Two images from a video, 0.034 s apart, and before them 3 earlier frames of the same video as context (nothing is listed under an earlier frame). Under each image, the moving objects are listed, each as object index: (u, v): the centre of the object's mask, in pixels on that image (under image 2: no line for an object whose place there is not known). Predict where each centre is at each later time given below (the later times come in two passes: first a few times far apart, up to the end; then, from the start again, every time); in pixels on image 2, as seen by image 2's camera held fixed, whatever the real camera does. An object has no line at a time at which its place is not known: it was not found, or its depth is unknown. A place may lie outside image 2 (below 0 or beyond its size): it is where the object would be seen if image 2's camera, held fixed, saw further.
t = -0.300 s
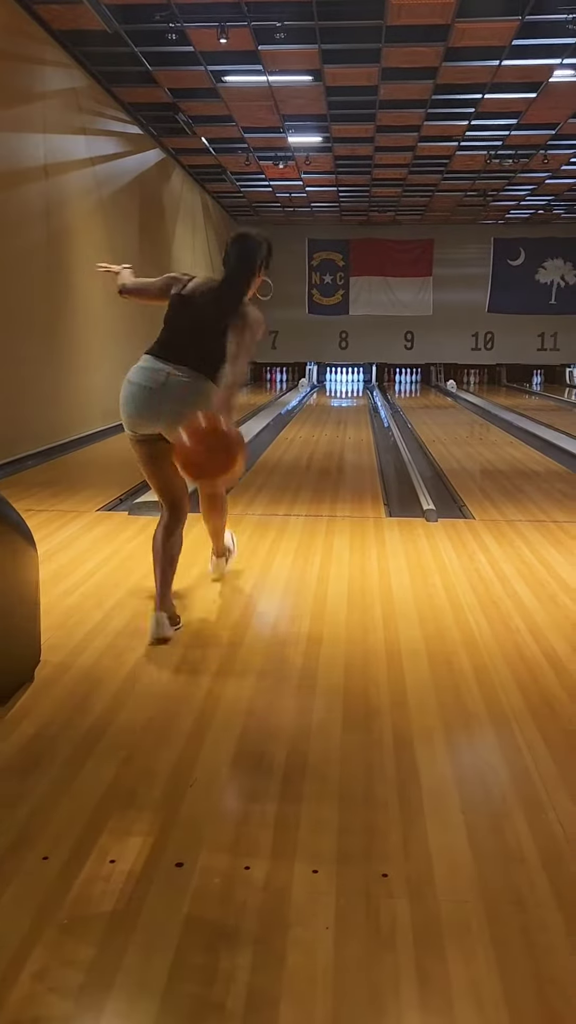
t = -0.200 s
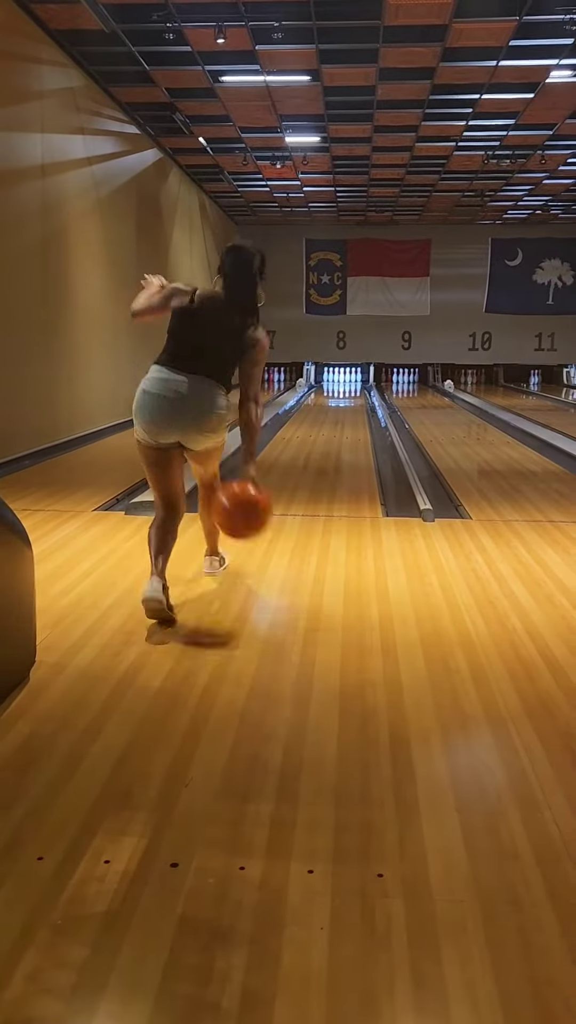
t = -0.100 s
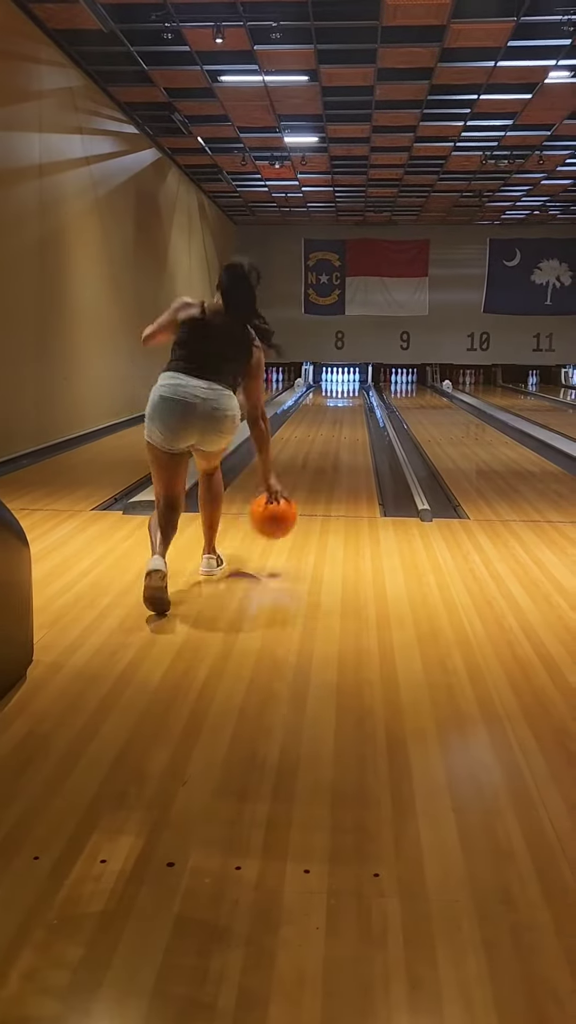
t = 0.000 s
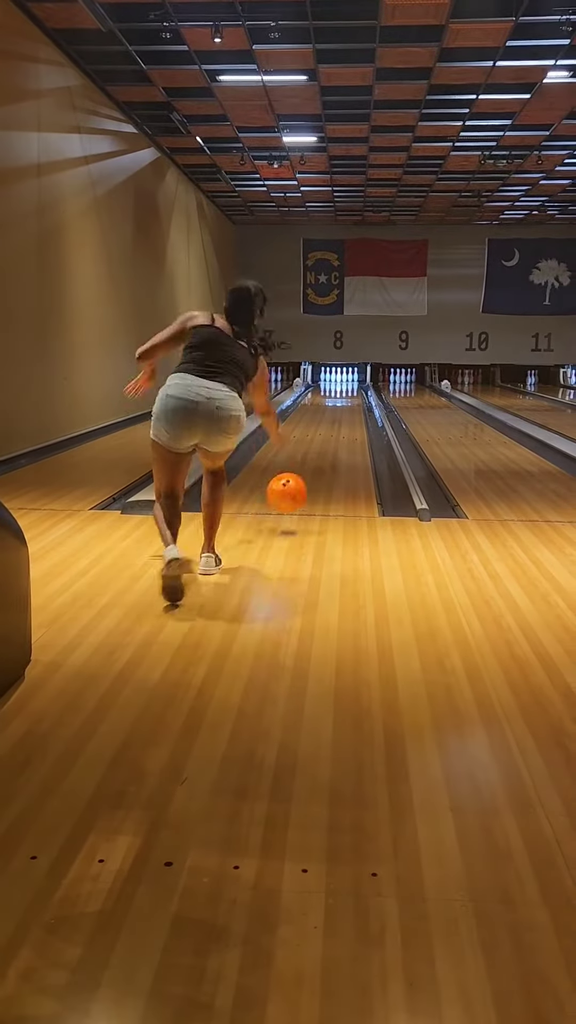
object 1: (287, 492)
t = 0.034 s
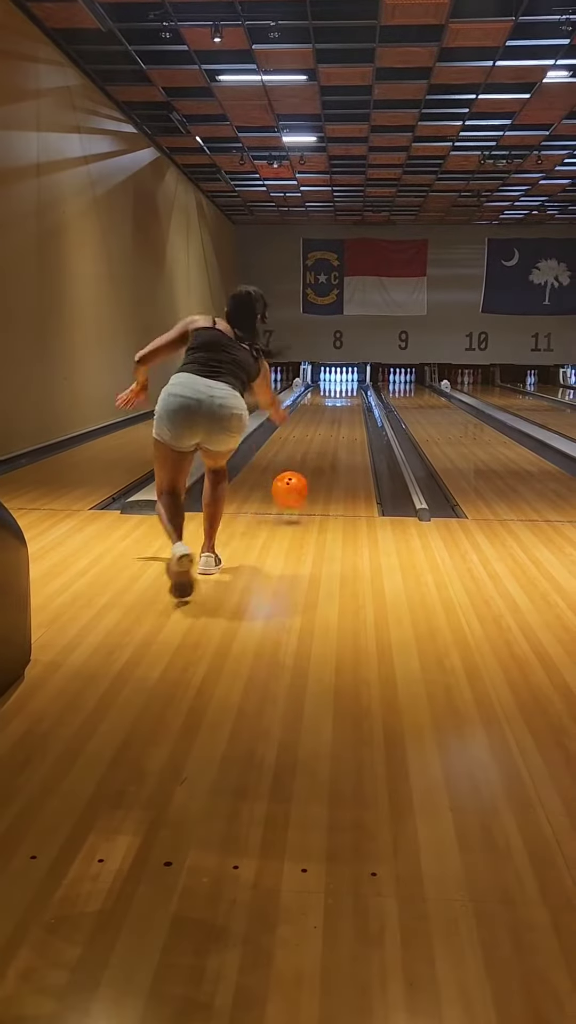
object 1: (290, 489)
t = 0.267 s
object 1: (307, 463)
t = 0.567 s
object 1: (320, 433)
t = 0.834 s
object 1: (325, 417)
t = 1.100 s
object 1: (329, 405)
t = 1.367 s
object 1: (331, 398)
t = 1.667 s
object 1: (332, 391)
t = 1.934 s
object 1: (333, 387)
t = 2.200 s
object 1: (334, 384)
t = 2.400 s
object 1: (334, 381)
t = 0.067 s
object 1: (293, 490)
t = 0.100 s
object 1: (295, 491)
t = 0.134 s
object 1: (300, 483)
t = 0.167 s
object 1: (302, 477)
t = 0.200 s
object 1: (303, 471)
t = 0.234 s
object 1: (305, 467)
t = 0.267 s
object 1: (307, 463)
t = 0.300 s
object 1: (310, 458)
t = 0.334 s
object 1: (311, 455)
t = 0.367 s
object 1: (312, 451)
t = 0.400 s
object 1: (314, 447)
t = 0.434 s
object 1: (315, 444)
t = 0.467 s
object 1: (317, 441)
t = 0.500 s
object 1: (318, 438)
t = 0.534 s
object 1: (319, 435)
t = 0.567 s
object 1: (320, 433)
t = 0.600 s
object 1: (321, 430)
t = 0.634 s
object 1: (321, 428)
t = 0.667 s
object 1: (322, 425)
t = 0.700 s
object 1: (323, 424)
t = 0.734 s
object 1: (324, 421)
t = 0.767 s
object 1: (324, 420)
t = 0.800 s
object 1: (325, 418)
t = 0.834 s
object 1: (325, 417)
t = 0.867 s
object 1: (326, 416)
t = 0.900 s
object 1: (326, 414)
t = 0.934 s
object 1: (327, 412)
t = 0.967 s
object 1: (328, 411)
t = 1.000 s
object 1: (328, 409)
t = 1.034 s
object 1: (328, 408)
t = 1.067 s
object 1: (328, 407)
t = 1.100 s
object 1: (329, 405)
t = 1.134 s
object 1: (329, 404)
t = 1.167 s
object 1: (329, 404)
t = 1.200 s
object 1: (330, 402)
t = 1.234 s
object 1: (330, 401)
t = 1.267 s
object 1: (331, 400)
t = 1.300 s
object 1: (331, 399)
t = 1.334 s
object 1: (331, 399)
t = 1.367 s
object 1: (331, 398)
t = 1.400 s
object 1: (331, 397)
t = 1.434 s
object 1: (332, 396)
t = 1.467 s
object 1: (332, 395)
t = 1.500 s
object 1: (332, 394)
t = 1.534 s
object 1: (332, 394)
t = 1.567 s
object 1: (332, 393)
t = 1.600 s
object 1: (332, 392)
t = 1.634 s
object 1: (332, 392)
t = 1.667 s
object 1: (332, 391)
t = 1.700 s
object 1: (333, 391)
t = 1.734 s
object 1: (333, 390)
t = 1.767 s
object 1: (333, 389)
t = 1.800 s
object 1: (333, 389)
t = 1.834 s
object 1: (333, 388)
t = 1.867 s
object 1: (333, 388)
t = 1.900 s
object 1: (332, 388)
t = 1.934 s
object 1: (333, 387)
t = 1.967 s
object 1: (333, 387)
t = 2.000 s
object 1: (333, 387)
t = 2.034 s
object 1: (333, 386)
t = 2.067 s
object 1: (333, 385)
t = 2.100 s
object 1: (333, 385)
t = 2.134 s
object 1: (334, 385)
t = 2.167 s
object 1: (334, 384)
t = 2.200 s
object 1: (334, 384)
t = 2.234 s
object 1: (334, 383)
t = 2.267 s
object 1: (334, 382)
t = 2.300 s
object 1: (334, 382)
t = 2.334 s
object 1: (334, 382)
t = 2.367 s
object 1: (334, 381)
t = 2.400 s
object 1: (334, 381)
